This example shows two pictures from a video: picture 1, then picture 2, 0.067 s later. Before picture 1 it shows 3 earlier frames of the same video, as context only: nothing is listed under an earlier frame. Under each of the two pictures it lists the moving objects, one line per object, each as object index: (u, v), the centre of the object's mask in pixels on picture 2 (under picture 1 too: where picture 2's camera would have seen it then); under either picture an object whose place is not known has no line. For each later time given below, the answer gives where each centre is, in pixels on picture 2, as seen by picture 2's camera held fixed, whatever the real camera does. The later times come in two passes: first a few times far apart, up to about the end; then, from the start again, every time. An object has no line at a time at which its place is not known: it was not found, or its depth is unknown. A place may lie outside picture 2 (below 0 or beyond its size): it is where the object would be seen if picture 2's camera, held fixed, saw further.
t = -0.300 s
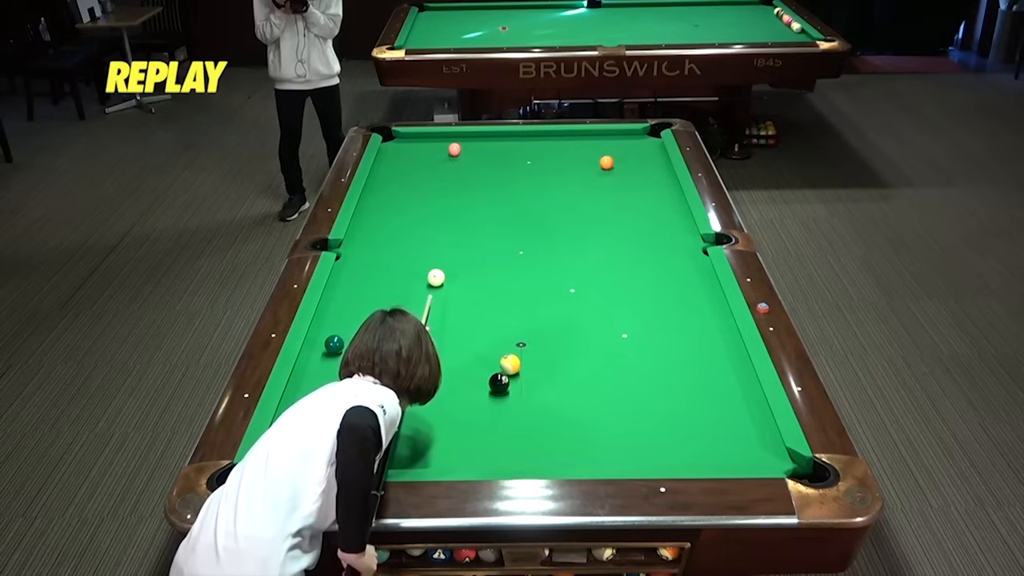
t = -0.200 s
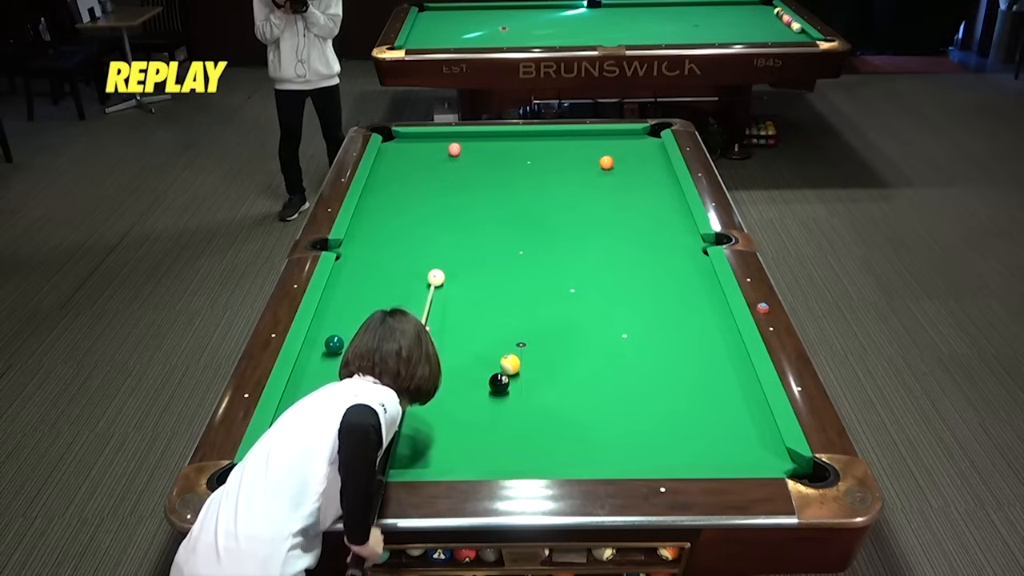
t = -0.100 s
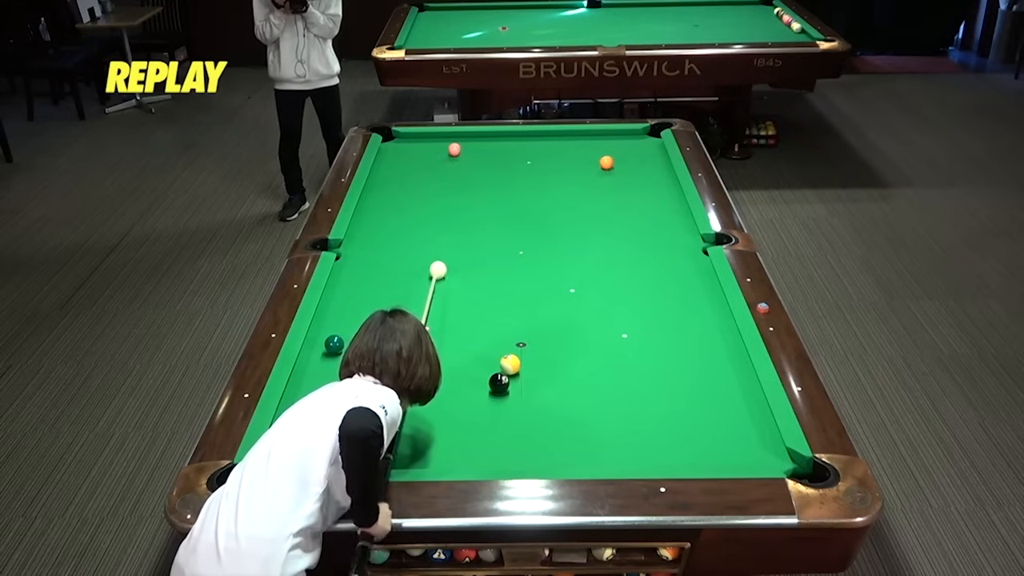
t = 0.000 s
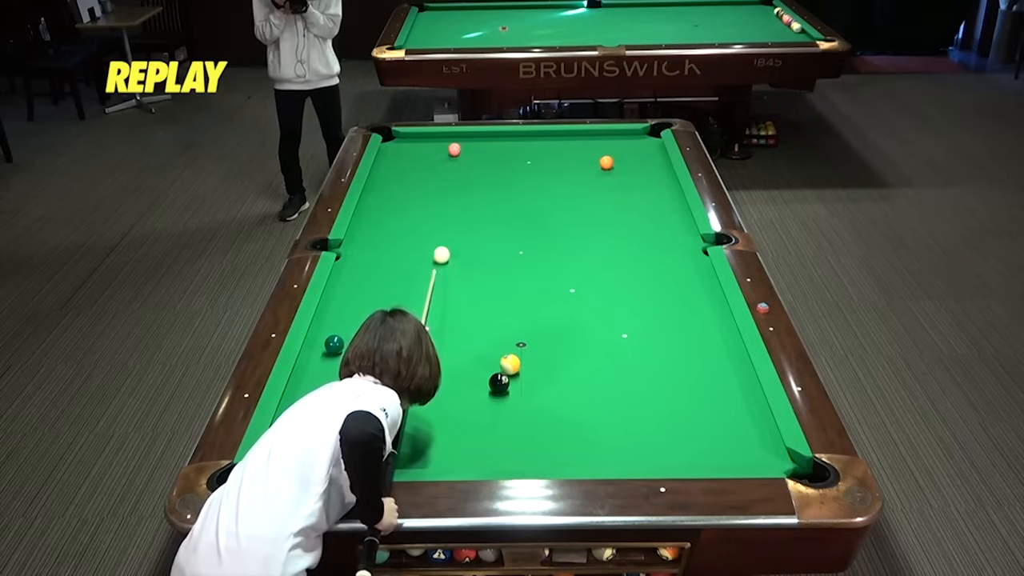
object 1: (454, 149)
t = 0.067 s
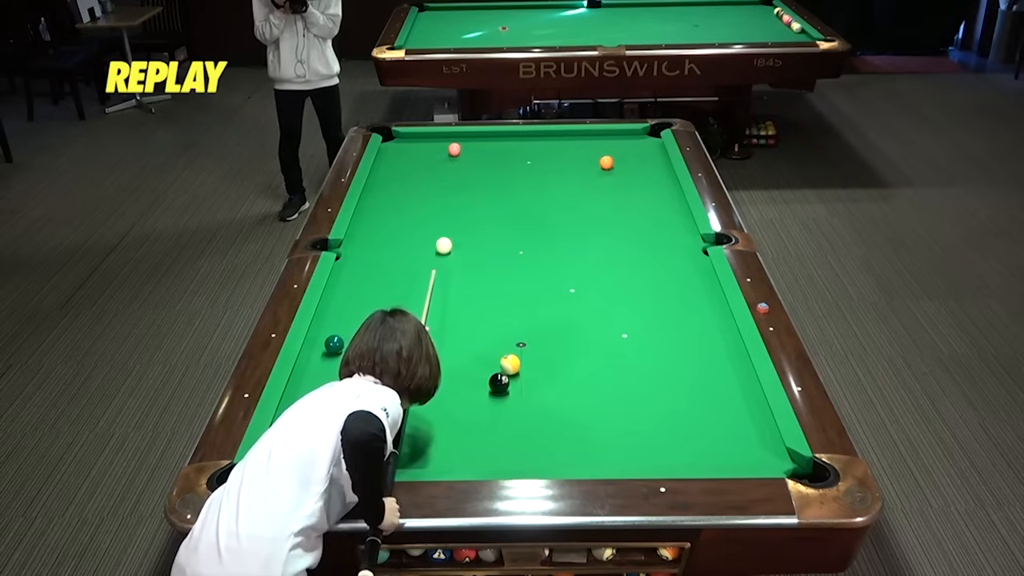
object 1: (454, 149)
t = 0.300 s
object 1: (454, 149)
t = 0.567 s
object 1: (454, 149)
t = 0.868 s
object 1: (454, 149)
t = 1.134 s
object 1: (441, 145)
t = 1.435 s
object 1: (422, 141)
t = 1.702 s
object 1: (407, 136)
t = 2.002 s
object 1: (393, 137)
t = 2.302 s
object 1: (391, 138)
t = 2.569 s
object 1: (394, 137)
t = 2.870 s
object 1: (398, 137)
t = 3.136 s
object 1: (399, 136)
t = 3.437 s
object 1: (400, 136)
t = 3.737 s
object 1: (400, 136)
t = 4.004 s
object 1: (400, 136)
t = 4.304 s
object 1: (400, 136)
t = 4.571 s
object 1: (400, 136)
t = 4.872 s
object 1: (400, 136)
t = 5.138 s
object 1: (400, 136)
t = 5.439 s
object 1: (400, 136)
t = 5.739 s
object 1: (400, 136)
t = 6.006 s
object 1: (400, 136)
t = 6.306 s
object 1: (400, 136)
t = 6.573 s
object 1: (400, 136)
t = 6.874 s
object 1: (400, 136)
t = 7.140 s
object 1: (400, 136)
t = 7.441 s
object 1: (400, 136)
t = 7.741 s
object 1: (400, 136)
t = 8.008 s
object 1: (400, 136)
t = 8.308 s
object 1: (400, 136)
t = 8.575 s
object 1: (400, 136)
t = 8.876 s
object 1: (400, 136)
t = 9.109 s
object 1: (400, 136)
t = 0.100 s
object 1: (454, 149)
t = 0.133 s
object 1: (454, 149)
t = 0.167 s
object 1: (454, 149)
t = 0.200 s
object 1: (454, 149)
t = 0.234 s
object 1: (454, 149)
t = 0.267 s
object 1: (454, 149)
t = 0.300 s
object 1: (454, 149)
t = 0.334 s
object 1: (454, 149)
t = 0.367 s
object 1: (454, 149)
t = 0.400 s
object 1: (454, 149)
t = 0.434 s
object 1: (454, 149)
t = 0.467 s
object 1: (454, 149)
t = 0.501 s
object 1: (454, 149)
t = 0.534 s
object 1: (454, 149)
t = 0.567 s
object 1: (454, 149)
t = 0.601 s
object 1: (454, 149)
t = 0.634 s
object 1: (454, 149)
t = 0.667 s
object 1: (454, 149)
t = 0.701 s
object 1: (454, 149)
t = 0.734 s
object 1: (454, 149)
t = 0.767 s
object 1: (454, 149)
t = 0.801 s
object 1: (454, 149)
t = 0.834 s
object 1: (454, 149)
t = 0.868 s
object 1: (454, 149)
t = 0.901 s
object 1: (454, 149)
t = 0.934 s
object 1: (453, 149)
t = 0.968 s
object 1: (453, 149)
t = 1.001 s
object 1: (450, 148)
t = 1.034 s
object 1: (447, 147)
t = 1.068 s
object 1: (445, 147)
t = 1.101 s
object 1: (443, 146)
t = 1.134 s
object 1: (441, 145)
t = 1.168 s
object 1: (439, 145)
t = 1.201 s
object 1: (437, 144)
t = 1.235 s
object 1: (434, 144)
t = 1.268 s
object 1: (432, 143)
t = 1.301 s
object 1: (430, 143)
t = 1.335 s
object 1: (428, 142)
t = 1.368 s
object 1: (426, 141)
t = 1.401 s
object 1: (424, 141)
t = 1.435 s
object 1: (422, 141)
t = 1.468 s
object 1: (420, 140)
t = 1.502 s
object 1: (418, 139)
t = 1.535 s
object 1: (416, 139)
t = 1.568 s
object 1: (415, 138)
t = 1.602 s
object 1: (412, 137)
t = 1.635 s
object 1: (410, 137)
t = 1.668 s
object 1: (409, 137)
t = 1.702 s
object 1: (407, 136)
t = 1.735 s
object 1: (405, 136)
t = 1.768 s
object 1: (403, 136)
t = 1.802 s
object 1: (402, 136)
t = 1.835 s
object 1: (401, 136)
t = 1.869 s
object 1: (399, 136)
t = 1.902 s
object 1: (397, 136)
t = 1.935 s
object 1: (396, 136)
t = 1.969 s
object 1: (394, 137)
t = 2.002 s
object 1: (393, 137)
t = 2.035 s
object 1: (391, 137)
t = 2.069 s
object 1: (389, 138)
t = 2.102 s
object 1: (388, 138)
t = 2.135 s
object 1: (388, 138)
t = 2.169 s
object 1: (389, 138)
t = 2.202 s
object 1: (389, 138)
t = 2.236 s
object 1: (390, 138)
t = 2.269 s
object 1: (390, 138)
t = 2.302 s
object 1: (391, 138)
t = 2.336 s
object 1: (391, 137)
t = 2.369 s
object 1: (392, 137)
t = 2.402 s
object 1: (392, 137)
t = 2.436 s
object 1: (393, 137)
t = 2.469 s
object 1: (393, 137)
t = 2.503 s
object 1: (394, 137)
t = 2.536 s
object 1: (394, 137)
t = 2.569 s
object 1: (394, 137)
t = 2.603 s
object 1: (395, 137)
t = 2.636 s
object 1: (395, 137)
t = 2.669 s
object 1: (396, 137)
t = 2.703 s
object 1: (396, 137)
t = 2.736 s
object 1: (396, 137)
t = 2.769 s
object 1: (397, 137)
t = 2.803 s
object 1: (397, 137)
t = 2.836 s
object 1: (397, 137)
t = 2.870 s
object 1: (398, 137)
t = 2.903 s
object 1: (398, 137)
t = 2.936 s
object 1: (398, 137)
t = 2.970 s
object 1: (398, 136)
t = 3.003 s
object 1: (399, 136)
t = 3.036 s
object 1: (399, 136)
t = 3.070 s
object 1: (399, 136)
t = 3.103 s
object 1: (399, 136)
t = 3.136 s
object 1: (399, 136)
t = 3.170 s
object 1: (400, 136)
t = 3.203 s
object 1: (400, 136)
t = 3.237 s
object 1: (400, 136)
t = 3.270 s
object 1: (400, 136)
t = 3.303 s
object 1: (400, 136)
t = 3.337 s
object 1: (400, 136)
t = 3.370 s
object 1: (400, 136)
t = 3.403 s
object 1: (400, 137)
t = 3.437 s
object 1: (400, 136)
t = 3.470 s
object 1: (400, 136)
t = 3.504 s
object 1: (400, 136)
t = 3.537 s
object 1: (400, 136)
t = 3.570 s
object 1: (400, 136)
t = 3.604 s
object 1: (400, 136)
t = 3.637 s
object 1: (400, 136)
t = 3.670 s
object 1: (400, 136)
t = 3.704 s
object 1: (400, 136)
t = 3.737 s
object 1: (400, 136)
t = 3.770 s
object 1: (400, 136)
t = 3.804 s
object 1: (400, 136)
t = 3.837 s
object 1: (400, 136)
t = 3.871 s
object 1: (400, 136)
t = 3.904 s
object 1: (400, 136)
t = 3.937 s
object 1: (400, 136)
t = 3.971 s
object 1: (400, 136)
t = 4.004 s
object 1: (400, 136)
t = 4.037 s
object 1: (400, 136)
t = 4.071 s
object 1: (400, 136)
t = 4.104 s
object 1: (400, 136)
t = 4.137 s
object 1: (400, 136)
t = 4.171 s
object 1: (400, 136)
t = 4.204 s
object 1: (400, 136)
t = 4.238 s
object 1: (400, 136)
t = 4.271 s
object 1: (400, 136)
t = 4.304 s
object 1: (400, 136)
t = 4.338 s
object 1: (400, 136)
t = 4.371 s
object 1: (400, 136)
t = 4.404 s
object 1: (400, 136)
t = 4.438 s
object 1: (400, 136)
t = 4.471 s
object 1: (400, 136)
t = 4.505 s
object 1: (400, 136)
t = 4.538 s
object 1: (400, 136)
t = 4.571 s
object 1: (400, 136)
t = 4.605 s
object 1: (400, 136)
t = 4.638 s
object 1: (400, 136)
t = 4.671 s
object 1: (400, 136)
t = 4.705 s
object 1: (400, 136)
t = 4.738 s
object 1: (400, 136)
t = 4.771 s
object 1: (400, 136)
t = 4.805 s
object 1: (400, 136)
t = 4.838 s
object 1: (400, 136)
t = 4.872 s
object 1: (400, 136)
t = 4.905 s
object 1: (400, 136)
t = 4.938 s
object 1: (400, 136)
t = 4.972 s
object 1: (400, 136)
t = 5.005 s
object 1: (400, 136)
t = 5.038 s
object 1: (400, 136)
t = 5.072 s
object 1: (400, 136)
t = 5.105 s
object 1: (400, 136)
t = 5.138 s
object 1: (400, 136)
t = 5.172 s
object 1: (400, 136)
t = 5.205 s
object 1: (400, 136)
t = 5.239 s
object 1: (400, 136)
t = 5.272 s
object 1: (400, 136)
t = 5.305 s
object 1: (400, 137)
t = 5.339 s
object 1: (400, 136)
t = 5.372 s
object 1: (400, 136)
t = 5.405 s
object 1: (400, 136)
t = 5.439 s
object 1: (400, 136)
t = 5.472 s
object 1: (400, 136)
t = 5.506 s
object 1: (400, 136)
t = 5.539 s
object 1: (400, 136)
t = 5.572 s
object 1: (400, 136)
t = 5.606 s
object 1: (400, 136)
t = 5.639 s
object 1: (400, 136)
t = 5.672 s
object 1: (400, 136)
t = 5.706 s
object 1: (400, 136)
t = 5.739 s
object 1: (400, 136)
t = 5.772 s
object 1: (400, 136)
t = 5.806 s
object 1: (400, 136)
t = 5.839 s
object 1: (400, 136)
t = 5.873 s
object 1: (400, 136)
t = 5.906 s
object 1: (400, 136)
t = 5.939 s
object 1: (400, 136)
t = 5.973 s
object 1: (400, 136)
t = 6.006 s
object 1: (400, 136)
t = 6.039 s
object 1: (400, 136)
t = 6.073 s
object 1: (400, 136)
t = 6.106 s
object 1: (400, 136)
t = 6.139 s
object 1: (400, 136)
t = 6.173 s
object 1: (400, 136)
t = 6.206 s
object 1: (400, 136)
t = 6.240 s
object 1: (400, 136)
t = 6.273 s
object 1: (400, 136)
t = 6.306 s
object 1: (400, 136)
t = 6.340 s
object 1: (400, 136)
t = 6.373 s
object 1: (400, 136)
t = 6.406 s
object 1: (400, 136)
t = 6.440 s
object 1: (400, 136)
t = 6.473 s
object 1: (400, 136)
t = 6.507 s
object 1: (400, 136)
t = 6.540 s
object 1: (400, 136)
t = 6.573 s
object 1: (400, 136)
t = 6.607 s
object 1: (400, 136)
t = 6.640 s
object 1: (400, 136)
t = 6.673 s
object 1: (400, 136)
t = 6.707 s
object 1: (400, 136)
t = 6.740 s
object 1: (400, 136)
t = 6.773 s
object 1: (400, 136)
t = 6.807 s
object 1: (400, 136)
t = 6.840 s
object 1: (400, 136)
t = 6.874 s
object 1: (400, 136)
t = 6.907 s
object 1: (400, 136)
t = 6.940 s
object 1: (400, 136)
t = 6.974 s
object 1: (400, 136)
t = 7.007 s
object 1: (400, 136)
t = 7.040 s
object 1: (400, 136)
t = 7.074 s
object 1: (400, 136)
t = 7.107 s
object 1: (400, 136)
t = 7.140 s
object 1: (400, 136)
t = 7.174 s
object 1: (400, 136)
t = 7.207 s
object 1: (400, 136)
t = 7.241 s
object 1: (400, 136)
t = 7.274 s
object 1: (400, 136)
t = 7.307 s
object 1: (400, 136)
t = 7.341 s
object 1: (400, 136)
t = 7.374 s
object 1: (400, 136)
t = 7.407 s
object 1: (400, 136)
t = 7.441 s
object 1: (400, 136)
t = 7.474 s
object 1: (400, 136)
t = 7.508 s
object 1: (400, 136)
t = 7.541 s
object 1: (400, 136)
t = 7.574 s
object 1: (400, 136)
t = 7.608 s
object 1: (400, 136)
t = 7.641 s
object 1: (400, 136)
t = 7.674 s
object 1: (400, 136)
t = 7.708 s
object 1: (400, 136)
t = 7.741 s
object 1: (400, 136)
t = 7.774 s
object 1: (400, 136)
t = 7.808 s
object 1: (400, 136)
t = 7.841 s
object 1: (400, 136)
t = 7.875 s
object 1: (400, 136)
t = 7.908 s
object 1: (400, 136)
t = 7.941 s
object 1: (400, 136)
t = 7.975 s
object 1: (400, 136)
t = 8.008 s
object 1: (400, 136)
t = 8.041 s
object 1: (400, 136)
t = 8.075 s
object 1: (400, 136)
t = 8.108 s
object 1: (400, 136)
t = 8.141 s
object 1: (400, 136)
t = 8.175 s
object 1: (400, 136)
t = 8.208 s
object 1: (400, 136)
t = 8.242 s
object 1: (400, 136)
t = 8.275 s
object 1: (400, 136)
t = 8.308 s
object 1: (400, 136)
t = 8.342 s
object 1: (400, 136)
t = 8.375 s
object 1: (400, 136)
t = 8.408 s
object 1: (400, 136)
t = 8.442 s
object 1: (400, 136)
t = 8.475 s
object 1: (400, 136)
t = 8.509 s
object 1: (400, 136)
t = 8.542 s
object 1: (400, 136)
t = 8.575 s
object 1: (400, 136)
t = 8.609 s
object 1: (400, 136)
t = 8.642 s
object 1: (400, 136)
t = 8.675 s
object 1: (400, 136)
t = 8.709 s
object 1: (400, 136)
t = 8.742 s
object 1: (400, 136)
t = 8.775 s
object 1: (400, 136)
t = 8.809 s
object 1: (400, 136)
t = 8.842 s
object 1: (400, 136)
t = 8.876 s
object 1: (400, 136)
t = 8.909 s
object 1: (400, 136)
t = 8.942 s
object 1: (400, 136)
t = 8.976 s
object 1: (400, 136)
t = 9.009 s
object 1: (400, 136)
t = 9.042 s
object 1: (400, 136)
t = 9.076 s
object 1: (400, 136)
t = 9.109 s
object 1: (400, 136)
